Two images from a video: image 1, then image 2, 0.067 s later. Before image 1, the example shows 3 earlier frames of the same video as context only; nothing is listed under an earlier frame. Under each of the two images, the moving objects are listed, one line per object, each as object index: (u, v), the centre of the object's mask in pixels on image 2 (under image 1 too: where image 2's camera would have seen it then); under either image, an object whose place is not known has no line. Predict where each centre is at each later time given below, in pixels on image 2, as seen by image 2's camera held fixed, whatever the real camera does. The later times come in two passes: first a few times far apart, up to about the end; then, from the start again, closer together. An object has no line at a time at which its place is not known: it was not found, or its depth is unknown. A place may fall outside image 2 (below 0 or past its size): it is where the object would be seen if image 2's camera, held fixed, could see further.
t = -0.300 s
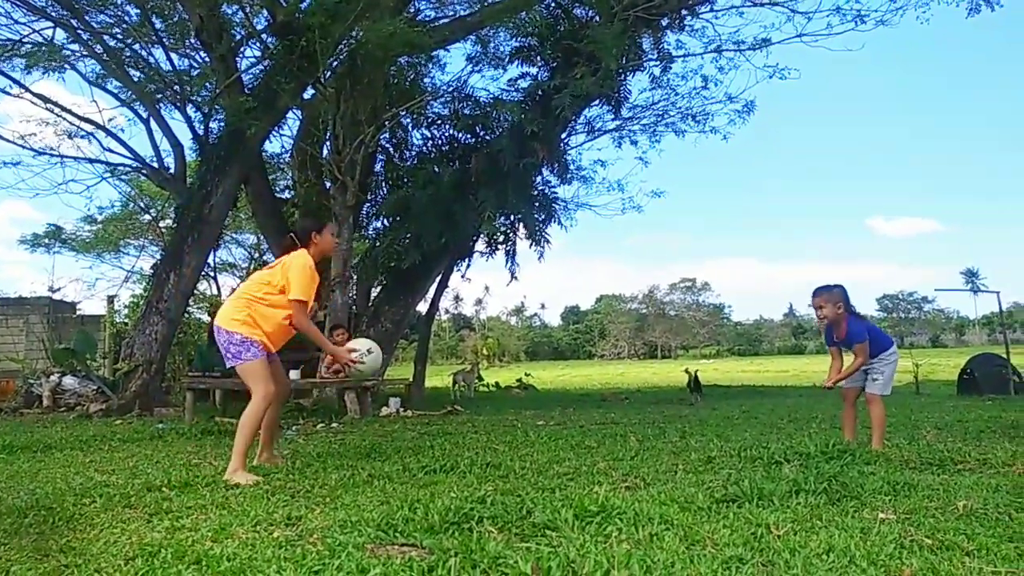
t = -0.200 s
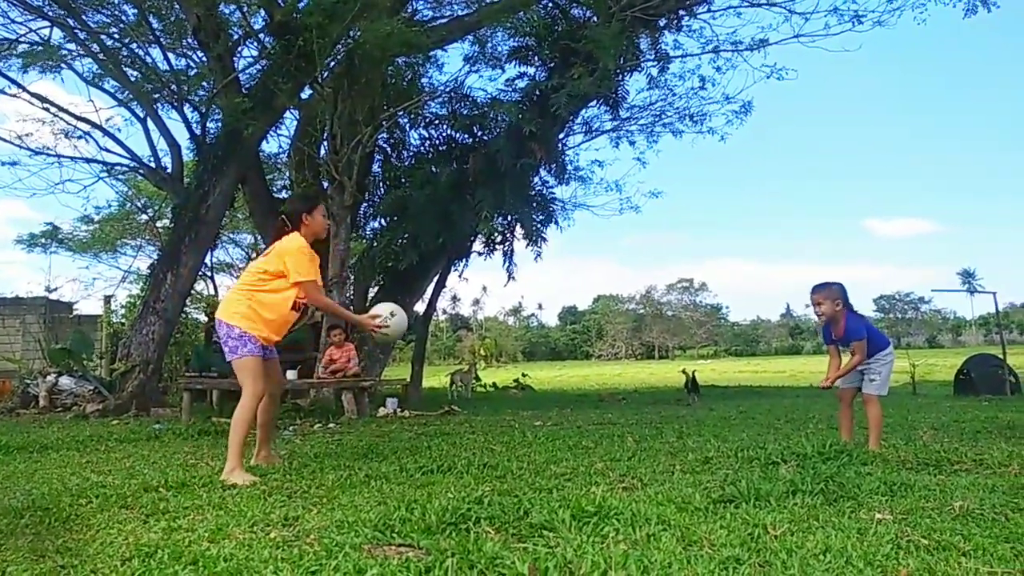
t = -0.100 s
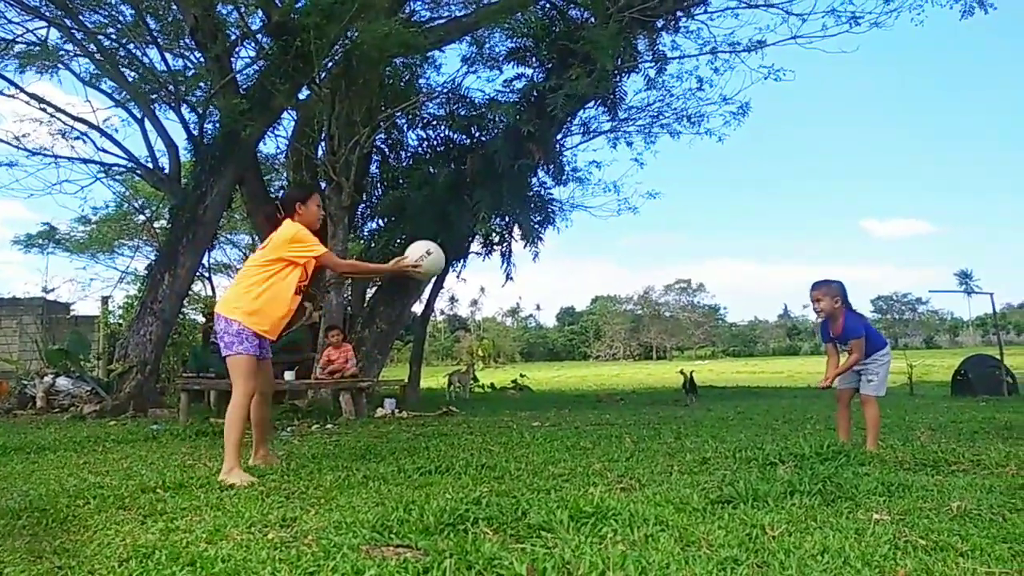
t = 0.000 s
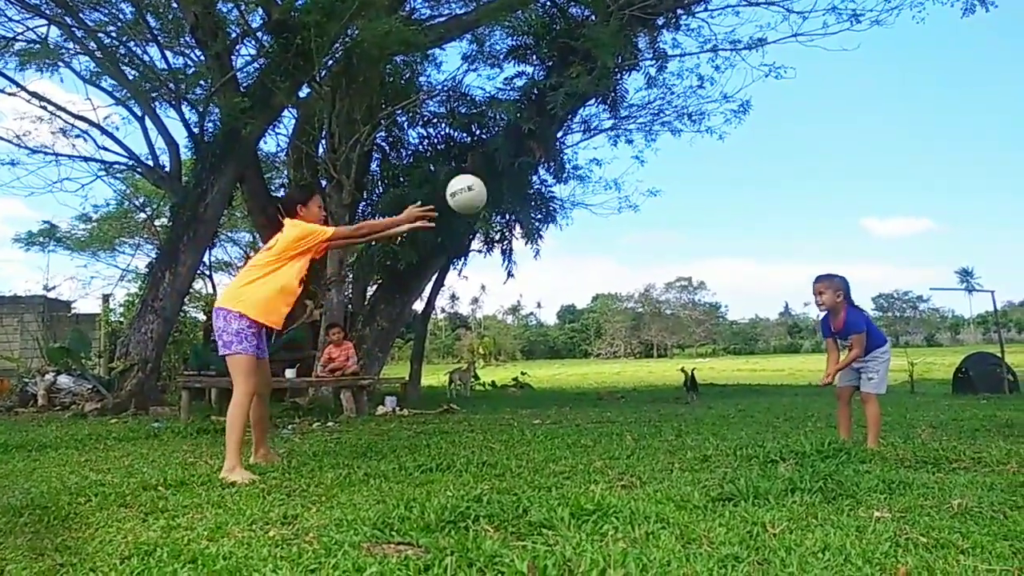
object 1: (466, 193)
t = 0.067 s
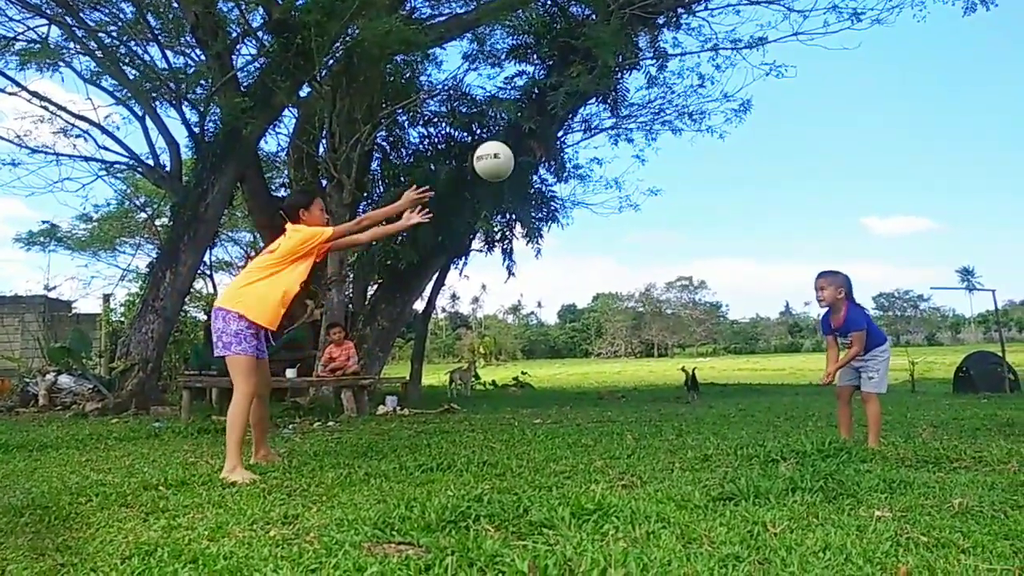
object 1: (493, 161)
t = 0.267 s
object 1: (572, 112)
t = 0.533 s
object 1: (680, 162)
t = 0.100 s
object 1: (507, 148)
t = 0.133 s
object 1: (520, 137)
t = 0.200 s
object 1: (546, 121)
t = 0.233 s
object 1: (559, 115)
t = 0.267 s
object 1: (572, 112)
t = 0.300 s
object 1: (586, 111)
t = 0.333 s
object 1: (599, 112)
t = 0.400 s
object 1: (626, 121)
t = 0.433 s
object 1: (639, 128)
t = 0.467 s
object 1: (652, 137)
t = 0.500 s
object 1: (666, 148)
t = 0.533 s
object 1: (680, 162)
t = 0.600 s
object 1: (707, 195)
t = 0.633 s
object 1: (721, 214)
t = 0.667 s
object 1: (735, 236)
